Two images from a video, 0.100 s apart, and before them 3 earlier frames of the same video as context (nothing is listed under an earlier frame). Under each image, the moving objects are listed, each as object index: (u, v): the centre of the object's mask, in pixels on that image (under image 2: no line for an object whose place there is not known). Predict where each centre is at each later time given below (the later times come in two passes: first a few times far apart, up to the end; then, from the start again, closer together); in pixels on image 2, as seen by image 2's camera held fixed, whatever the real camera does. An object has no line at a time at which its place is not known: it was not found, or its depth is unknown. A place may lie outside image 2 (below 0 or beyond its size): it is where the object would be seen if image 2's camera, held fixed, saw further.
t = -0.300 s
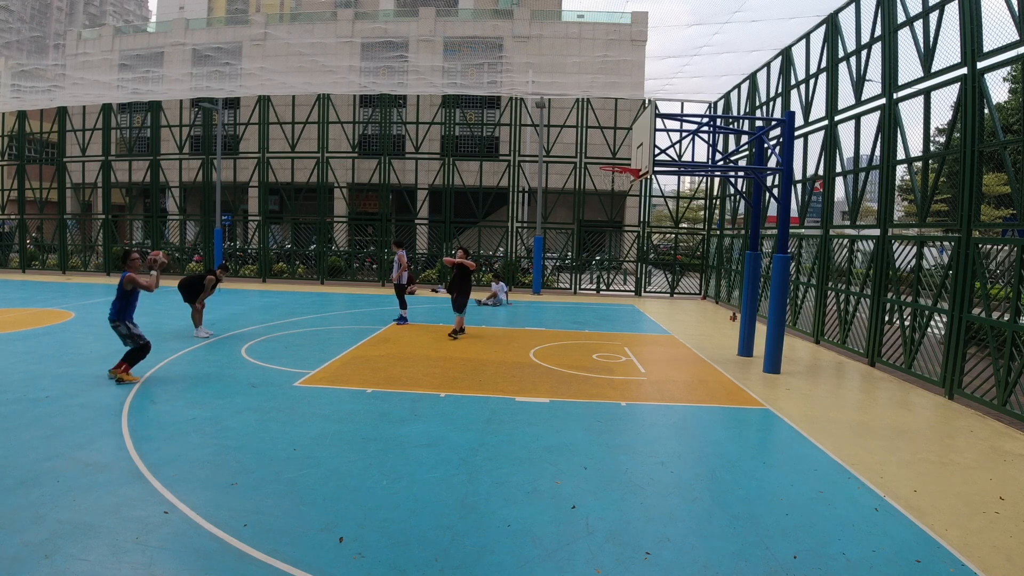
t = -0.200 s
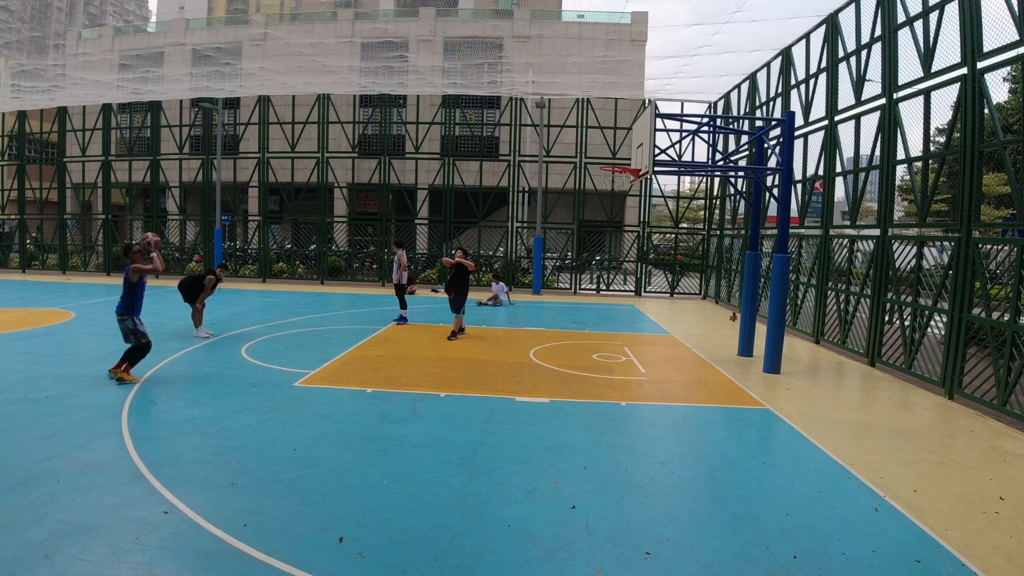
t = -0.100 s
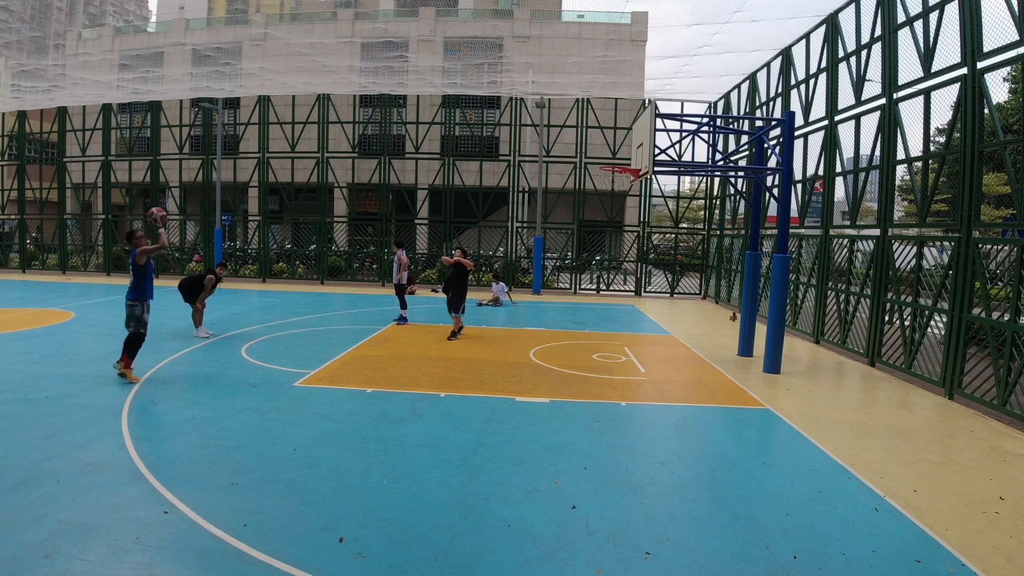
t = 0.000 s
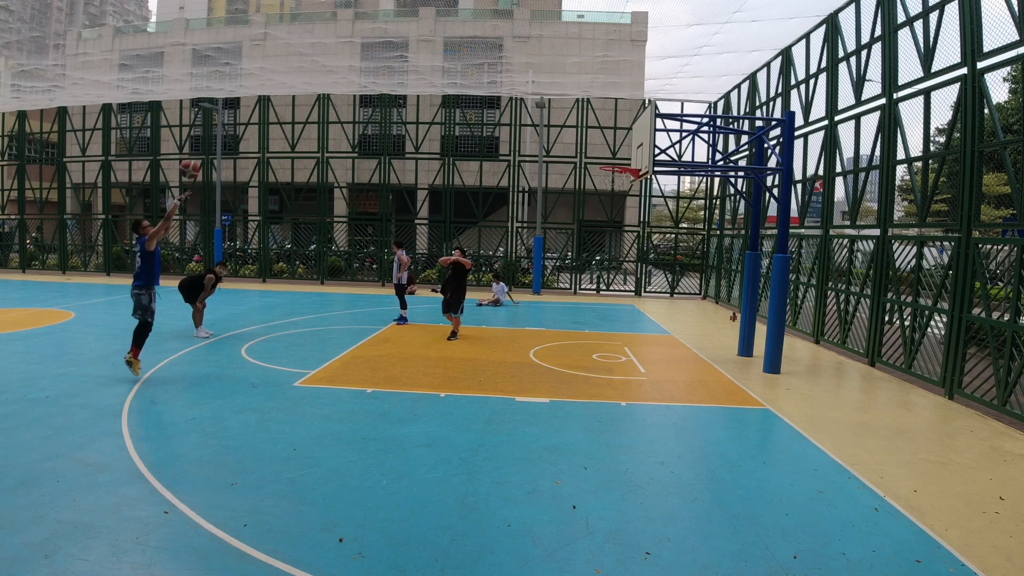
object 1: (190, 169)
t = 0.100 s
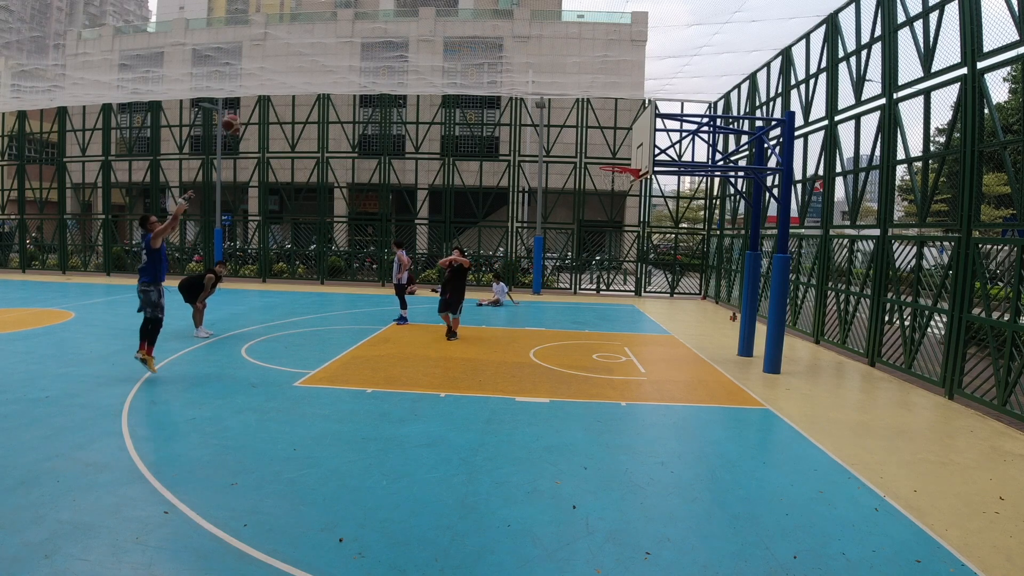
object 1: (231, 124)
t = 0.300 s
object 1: (315, 62)
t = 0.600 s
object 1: (427, 29)
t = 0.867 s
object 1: (515, 53)
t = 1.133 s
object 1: (591, 120)
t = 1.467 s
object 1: (606, 135)
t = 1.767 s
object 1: (599, 113)
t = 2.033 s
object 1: (591, 142)
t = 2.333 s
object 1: (579, 235)
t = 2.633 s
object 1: (563, 351)
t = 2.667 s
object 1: (560, 336)
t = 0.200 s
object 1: (274, 89)
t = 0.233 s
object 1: (288, 79)
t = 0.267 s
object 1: (301, 70)
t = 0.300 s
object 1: (315, 62)
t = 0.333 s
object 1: (328, 55)
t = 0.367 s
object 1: (341, 48)
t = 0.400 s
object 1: (354, 43)
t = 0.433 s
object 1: (367, 39)
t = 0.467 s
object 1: (379, 35)
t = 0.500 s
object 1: (391, 32)
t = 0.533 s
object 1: (404, 31)
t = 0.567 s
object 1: (416, 29)
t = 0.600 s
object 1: (427, 29)
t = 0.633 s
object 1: (439, 30)
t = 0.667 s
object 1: (450, 31)
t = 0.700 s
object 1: (462, 33)
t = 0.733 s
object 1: (473, 36)
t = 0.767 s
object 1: (484, 39)
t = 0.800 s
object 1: (494, 43)
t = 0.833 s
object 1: (505, 47)
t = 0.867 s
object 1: (515, 53)
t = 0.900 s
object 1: (525, 59)
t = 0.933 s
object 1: (535, 66)
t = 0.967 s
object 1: (545, 73)
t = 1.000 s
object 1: (554, 81)
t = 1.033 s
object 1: (564, 90)
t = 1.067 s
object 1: (573, 99)
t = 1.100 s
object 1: (582, 110)
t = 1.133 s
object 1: (591, 120)
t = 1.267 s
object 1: (623, 163)
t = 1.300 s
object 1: (614, 162)
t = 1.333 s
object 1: (608, 160)
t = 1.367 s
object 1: (608, 153)
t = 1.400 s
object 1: (607, 147)
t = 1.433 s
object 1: (607, 140)
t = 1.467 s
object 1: (606, 135)
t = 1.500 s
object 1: (605, 130)
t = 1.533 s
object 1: (605, 125)
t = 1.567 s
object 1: (604, 122)
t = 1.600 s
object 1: (603, 118)
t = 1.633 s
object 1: (602, 116)
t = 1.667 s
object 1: (601, 114)
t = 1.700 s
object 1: (601, 113)
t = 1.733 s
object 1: (600, 113)
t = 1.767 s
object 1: (599, 113)
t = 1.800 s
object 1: (598, 114)
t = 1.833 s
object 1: (597, 116)
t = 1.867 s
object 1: (597, 118)
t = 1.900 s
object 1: (595, 121)
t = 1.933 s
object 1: (594, 126)
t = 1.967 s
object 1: (594, 130)
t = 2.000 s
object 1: (593, 135)
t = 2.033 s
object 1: (591, 142)
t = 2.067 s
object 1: (590, 149)
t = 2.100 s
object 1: (589, 157)
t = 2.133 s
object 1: (588, 165)
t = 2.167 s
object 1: (587, 176)
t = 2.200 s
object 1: (586, 186)
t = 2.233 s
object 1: (583, 197)
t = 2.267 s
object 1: (582, 209)
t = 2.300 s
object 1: (581, 222)
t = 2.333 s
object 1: (579, 235)
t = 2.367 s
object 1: (578, 249)
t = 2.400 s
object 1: (577, 265)
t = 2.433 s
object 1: (575, 280)
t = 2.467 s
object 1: (573, 298)
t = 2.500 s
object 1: (571, 315)
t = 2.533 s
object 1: (570, 333)
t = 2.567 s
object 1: (568, 353)
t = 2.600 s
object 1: (566, 367)
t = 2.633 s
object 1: (563, 351)
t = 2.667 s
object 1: (560, 336)
